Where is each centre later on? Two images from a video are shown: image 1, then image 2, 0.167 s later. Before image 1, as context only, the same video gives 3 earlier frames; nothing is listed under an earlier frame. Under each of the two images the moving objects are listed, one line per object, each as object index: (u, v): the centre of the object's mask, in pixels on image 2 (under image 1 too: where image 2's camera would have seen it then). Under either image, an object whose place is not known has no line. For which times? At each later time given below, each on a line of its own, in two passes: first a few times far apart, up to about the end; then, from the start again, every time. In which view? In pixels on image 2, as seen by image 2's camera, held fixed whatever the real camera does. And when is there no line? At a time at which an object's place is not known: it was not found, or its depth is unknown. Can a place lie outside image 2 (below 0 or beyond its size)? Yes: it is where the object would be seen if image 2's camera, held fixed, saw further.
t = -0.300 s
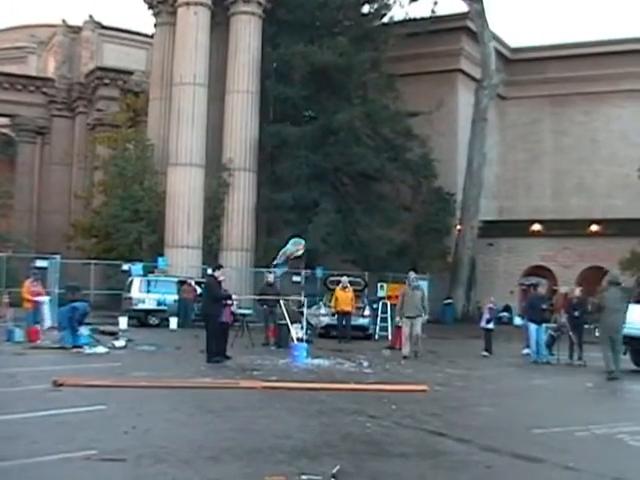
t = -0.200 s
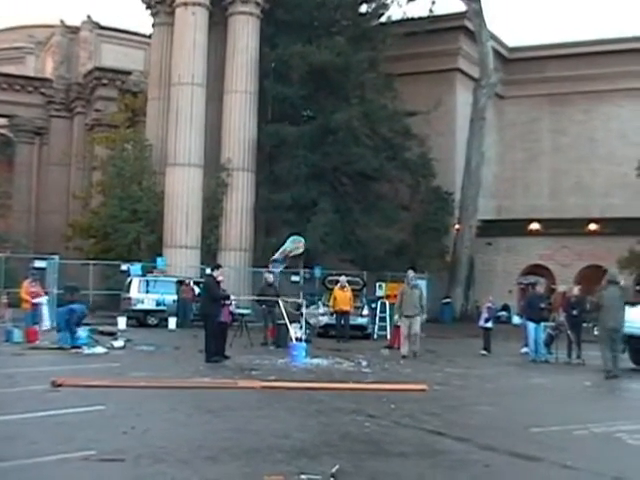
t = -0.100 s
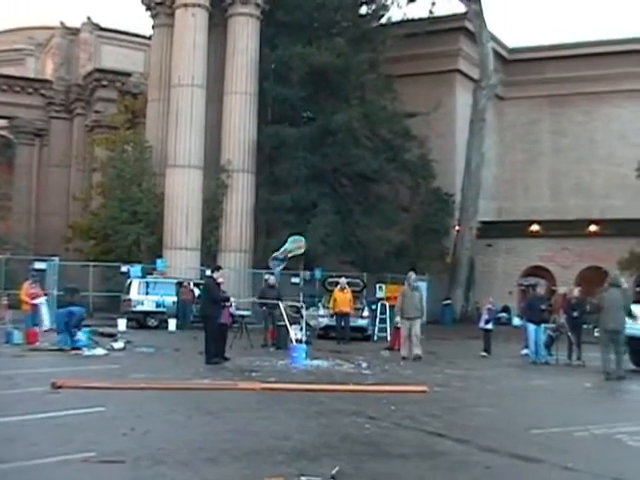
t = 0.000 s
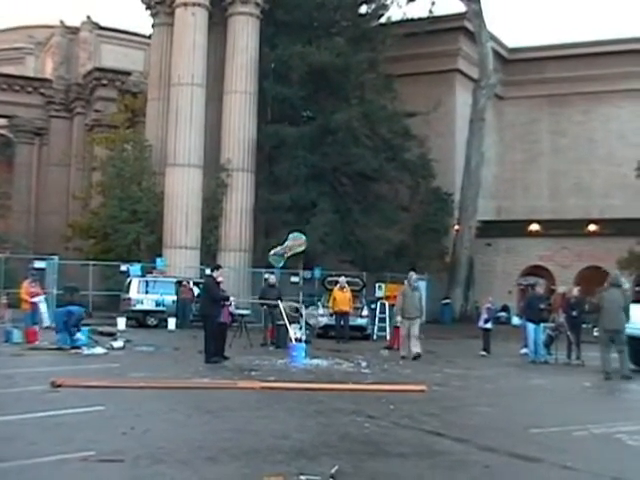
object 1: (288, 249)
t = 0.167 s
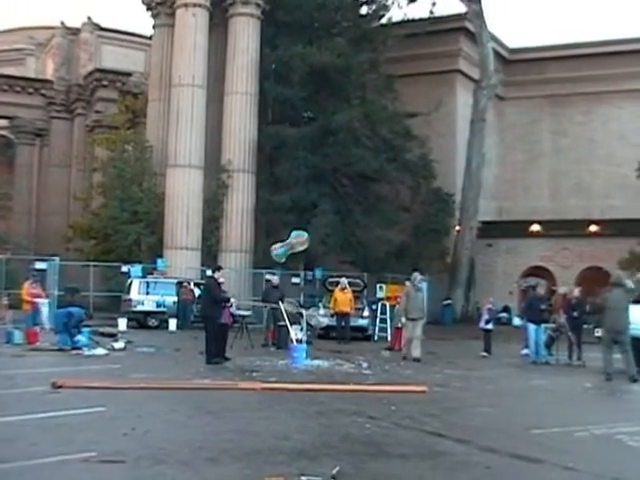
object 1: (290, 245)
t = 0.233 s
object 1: (291, 244)
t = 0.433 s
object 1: (293, 238)
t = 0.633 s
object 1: (296, 233)
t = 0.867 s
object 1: (300, 228)
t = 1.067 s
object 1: (305, 223)
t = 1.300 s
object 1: (309, 218)
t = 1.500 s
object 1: (311, 213)
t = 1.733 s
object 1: (314, 208)
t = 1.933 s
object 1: (317, 204)
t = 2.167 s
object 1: (320, 198)
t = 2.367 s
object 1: (324, 193)
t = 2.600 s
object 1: (327, 187)
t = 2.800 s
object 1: (330, 181)
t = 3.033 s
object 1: (334, 175)
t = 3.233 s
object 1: (338, 169)
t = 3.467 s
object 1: (343, 163)
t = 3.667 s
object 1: (347, 157)
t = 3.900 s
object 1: (351, 150)
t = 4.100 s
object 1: (355, 144)
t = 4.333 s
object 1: (359, 137)
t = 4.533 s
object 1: (364, 131)
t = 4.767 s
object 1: (370, 123)
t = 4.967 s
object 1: (376, 116)
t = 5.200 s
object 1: (382, 108)
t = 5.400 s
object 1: (388, 100)
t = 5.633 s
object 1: (394, 91)
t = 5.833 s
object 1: (401, 83)
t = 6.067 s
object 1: (408, 72)
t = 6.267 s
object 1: (414, 64)
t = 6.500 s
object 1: (421, 55)
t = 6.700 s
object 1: (428, 47)
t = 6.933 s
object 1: (436, 38)
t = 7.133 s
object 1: (444, 30)
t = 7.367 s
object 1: (452, 24)
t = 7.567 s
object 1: (463, 16)
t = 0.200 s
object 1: (290, 244)
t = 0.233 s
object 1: (291, 244)
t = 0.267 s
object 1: (291, 243)
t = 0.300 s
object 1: (291, 242)
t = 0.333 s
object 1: (292, 241)
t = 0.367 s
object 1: (292, 240)
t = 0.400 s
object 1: (292, 240)
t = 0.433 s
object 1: (293, 238)
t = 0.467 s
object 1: (293, 238)
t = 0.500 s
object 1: (294, 237)
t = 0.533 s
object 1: (295, 236)
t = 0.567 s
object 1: (295, 235)
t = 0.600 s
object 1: (296, 234)
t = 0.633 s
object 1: (296, 233)
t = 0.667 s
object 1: (297, 233)
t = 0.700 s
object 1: (297, 232)
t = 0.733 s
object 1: (298, 231)
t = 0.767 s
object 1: (298, 230)
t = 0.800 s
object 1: (299, 229)
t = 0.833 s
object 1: (300, 228)
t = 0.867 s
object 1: (300, 228)
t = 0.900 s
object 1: (301, 227)
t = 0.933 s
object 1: (302, 226)
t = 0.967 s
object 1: (303, 225)
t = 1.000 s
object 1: (303, 225)
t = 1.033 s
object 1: (304, 224)
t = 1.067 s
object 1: (305, 223)
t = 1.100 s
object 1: (305, 223)
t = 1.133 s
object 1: (306, 222)
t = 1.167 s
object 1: (307, 221)
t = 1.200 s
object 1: (307, 221)
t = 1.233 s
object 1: (308, 220)
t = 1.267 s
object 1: (308, 219)
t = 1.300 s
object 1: (309, 218)
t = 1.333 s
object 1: (309, 217)
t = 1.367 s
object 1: (309, 216)
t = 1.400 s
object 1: (310, 216)
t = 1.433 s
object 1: (310, 215)
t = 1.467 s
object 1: (311, 214)
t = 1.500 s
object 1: (311, 213)
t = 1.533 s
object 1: (311, 212)
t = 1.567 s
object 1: (312, 212)
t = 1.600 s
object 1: (313, 211)
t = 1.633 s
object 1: (313, 210)
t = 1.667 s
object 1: (313, 210)
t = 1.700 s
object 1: (314, 209)
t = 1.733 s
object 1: (314, 208)
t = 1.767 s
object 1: (314, 207)
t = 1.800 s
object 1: (314, 207)
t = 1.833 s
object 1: (315, 206)
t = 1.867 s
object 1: (316, 205)
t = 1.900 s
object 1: (316, 204)
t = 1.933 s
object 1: (317, 204)
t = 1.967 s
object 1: (317, 203)
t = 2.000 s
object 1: (318, 202)
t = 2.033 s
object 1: (318, 201)
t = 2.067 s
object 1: (319, 201)
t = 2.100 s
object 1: (320, 200)
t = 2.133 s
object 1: (320, 199)
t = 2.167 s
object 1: (320, 198)
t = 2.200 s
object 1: (321, 197)
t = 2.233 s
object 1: (322, 197)
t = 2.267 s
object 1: (322, 196)
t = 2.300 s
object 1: (322, 195)
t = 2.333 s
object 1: (323, 194)
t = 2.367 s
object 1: (324, 193)
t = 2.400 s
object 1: (324, 192)
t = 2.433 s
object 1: (325, 191)
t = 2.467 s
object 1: (325, 191)
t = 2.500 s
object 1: (325, 190)
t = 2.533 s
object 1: (326, 189)
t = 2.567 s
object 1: (327, 188)
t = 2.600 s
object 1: (327, 187)
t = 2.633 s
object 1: (328, 186)
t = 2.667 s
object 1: (328, 185)
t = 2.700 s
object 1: (328, 184)
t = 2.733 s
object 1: (329, 183)
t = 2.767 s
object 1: (329, 182)
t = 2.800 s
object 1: (330, 181)
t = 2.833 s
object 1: (331, 181)
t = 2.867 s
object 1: (331, 180)
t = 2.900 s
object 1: (332, 179)
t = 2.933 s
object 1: (332, 178)
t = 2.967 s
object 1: (333, 177)
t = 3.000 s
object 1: (334, 176)
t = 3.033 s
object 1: (334, 175)
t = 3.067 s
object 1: (335, 174)
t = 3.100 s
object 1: (336, 173)
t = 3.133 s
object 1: (336, 172)
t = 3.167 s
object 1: (337, 171)
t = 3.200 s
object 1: (337, 170)
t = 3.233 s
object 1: (338, 169)
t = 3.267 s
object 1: (339, 168)
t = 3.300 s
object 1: (339, 167)
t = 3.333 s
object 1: (340, 166)
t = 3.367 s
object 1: (340, 166)
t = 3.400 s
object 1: (341, 164)
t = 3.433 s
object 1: (342, 163)
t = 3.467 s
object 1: (343, 163)
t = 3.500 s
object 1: (343, 162)
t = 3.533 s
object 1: (344, 161)
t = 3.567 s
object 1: (345, 160)
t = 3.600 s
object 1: (345, 158)
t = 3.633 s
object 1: (346, 158)
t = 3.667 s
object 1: (347, 157)
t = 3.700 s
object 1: (347, 156)
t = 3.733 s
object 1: (348, 155)
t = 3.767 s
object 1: (348, 154)
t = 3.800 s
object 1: (349, 153)
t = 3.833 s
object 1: (349, 153)
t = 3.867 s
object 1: (350, 151)
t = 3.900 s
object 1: (351, 150)
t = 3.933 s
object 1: (351, 149)
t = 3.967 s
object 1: (352, 148)
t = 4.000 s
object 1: (353, 147)
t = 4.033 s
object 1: (353, 146)
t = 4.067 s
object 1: (354, 145)
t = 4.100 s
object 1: (355, 144)
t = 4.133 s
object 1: (355, 143)
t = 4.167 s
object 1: (356, 142)
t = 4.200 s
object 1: (356, 141)
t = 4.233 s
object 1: (357, 140)
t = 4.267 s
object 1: (357, 139)
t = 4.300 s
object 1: (359, 138)
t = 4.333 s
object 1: (359, 137)
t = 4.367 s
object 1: (360, 136)
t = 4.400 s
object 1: (361, 135)
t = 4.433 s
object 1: (362, 134)
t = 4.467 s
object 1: (363, 133)
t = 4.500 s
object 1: (363, 132)
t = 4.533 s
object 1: (364, 131)
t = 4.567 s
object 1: (365, 130)
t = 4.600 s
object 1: (366, 129)
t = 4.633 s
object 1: (367, 128)
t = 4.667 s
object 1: (368, 127)
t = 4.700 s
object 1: (369, 126)
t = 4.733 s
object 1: (369, 125)
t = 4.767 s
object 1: (370, 123)
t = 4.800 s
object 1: (371, 122)
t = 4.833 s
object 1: (372, 121)
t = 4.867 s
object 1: (373, 120)
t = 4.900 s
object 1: (374, 119)
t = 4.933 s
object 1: (375, 118)
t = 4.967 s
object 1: (376, 116)
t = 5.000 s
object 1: (377, 115)
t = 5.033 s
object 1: (378, 114)
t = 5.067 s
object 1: (379, 113)
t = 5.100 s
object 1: (380, 111)
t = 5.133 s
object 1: (381, 110)
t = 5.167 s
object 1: (382, 109)
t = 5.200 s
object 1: (382, 108)
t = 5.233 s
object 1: (383, 106)
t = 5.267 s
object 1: (384, 105)
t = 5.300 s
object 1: (385, 104)
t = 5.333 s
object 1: (386, 102)
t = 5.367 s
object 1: (387, 102)
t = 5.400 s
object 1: (388, 100)
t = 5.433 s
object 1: (388, 99)
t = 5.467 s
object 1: (389, 98)
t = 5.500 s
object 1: (391, 96)
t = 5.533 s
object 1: (392, 95)
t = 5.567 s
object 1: (393, 94)
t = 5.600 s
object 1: (393, 92)
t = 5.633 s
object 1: (394, 91)
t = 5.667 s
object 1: (396, 89)
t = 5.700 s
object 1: (396, 88)
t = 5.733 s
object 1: (398, 86)
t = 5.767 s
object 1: (399, 85)
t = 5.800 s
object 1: (400, 84)
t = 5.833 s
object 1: (401, 83)
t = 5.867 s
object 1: (402, 81)
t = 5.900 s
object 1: (402, 80)
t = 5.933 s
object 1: (404, 78)
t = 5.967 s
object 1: (404, 77)
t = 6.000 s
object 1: (406, 75)
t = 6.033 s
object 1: (407, 74)
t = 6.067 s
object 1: (408, 72)
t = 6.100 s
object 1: (409, 71)
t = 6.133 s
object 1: (410, 70)
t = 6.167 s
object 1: (411, 68)
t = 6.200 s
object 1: (412, 67)
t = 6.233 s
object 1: (413, 66)
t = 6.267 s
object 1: (414, 64)
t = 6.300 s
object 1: (415, 63)
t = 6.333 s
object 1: (416, 62)
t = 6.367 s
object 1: (417, 60)
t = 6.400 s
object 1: (418, 59)
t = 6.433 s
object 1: (419, 58)
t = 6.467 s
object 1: (420, 56)
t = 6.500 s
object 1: (421, 55)
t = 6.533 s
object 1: (423, 54)
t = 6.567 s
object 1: (424, 52)
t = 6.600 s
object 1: (424, 51)
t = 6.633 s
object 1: (426, 50)
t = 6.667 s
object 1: (427, 48)
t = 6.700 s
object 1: (428, 47)
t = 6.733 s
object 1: (429, 46)
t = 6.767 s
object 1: (430, 45)
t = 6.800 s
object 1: (432, 44)
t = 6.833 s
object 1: (433, 43)
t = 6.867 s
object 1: (434, 41)
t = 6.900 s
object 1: (435, 40)
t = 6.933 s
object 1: (436, 38)
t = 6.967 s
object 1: (438, 37)
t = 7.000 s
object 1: (439, 36)
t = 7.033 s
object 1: (440, 34)
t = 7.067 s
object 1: (441, 33)
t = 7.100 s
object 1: (443, 31)
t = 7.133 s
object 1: (444, 30)
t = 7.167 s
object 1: (446, 29)
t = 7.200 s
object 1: (447, 28)
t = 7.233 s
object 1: (448, 27)
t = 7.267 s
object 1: (449, 26)
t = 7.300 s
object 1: (450, 25)
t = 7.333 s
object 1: (451, 24)
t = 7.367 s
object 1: (452, 24)
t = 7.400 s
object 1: (454, 23)
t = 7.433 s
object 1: (456, 22)
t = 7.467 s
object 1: (457, 20)
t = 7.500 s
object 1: (459, 20)
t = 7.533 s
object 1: (460, 19)
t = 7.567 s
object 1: (463, 16)
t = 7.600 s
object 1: (464, 15)
